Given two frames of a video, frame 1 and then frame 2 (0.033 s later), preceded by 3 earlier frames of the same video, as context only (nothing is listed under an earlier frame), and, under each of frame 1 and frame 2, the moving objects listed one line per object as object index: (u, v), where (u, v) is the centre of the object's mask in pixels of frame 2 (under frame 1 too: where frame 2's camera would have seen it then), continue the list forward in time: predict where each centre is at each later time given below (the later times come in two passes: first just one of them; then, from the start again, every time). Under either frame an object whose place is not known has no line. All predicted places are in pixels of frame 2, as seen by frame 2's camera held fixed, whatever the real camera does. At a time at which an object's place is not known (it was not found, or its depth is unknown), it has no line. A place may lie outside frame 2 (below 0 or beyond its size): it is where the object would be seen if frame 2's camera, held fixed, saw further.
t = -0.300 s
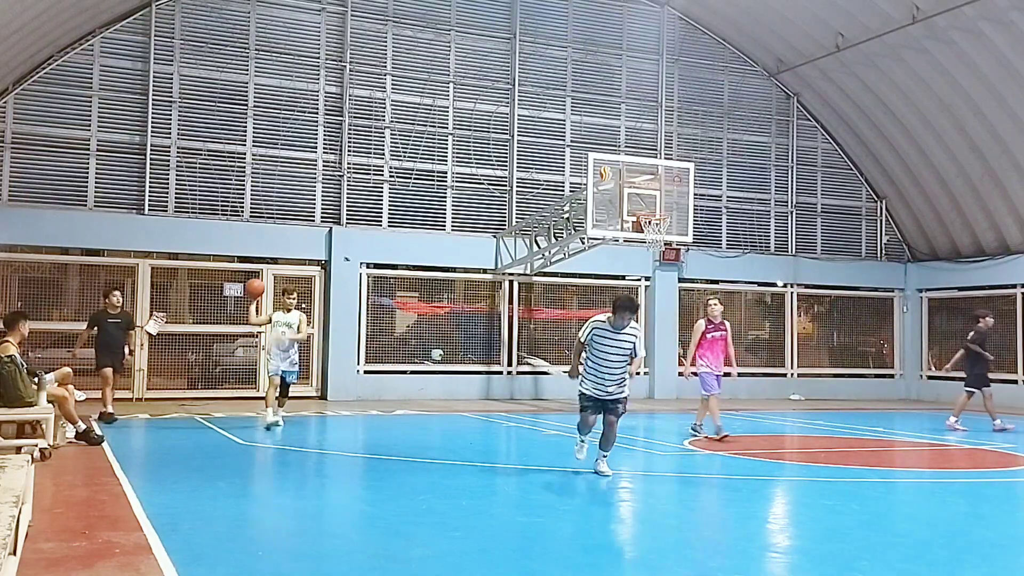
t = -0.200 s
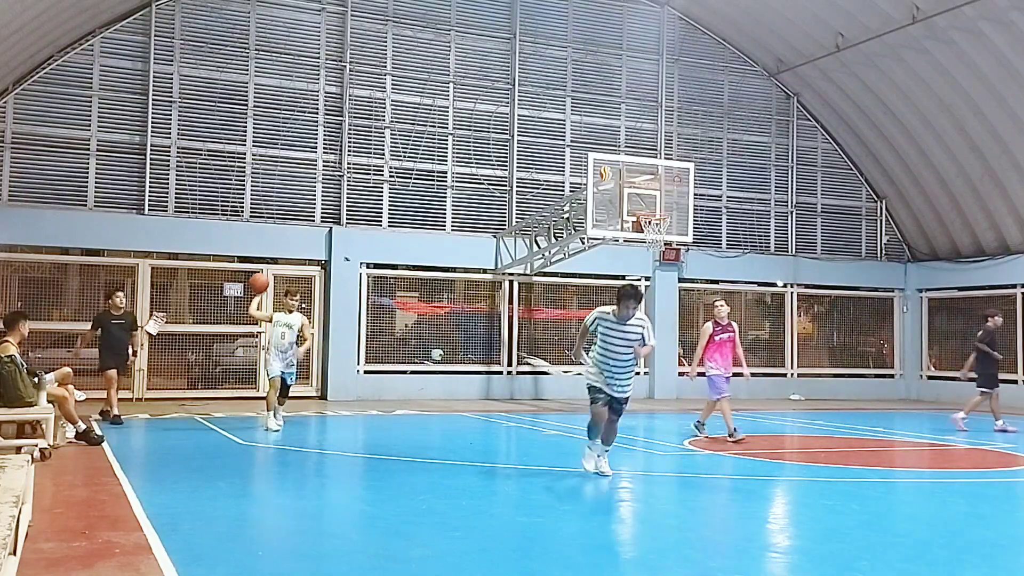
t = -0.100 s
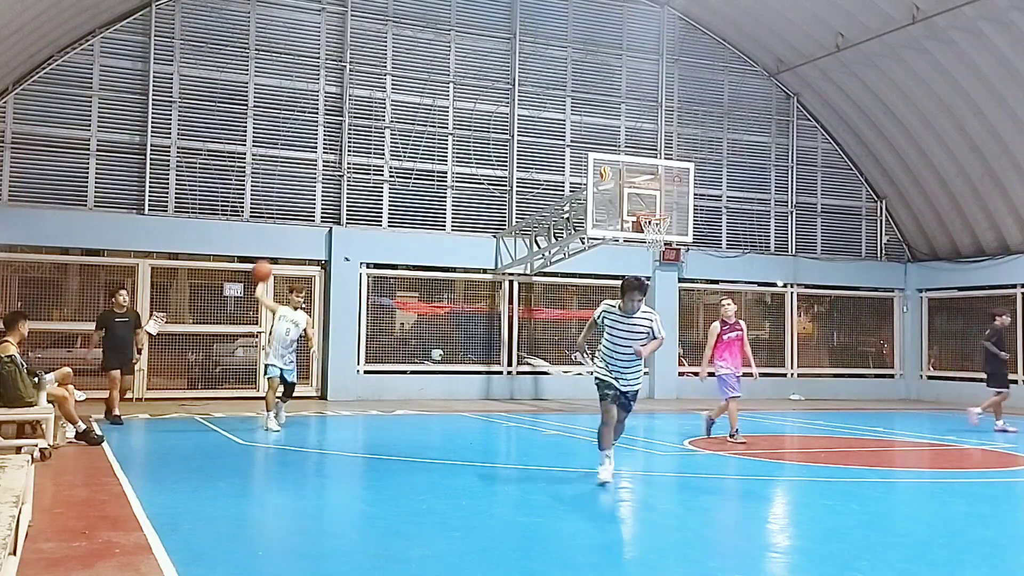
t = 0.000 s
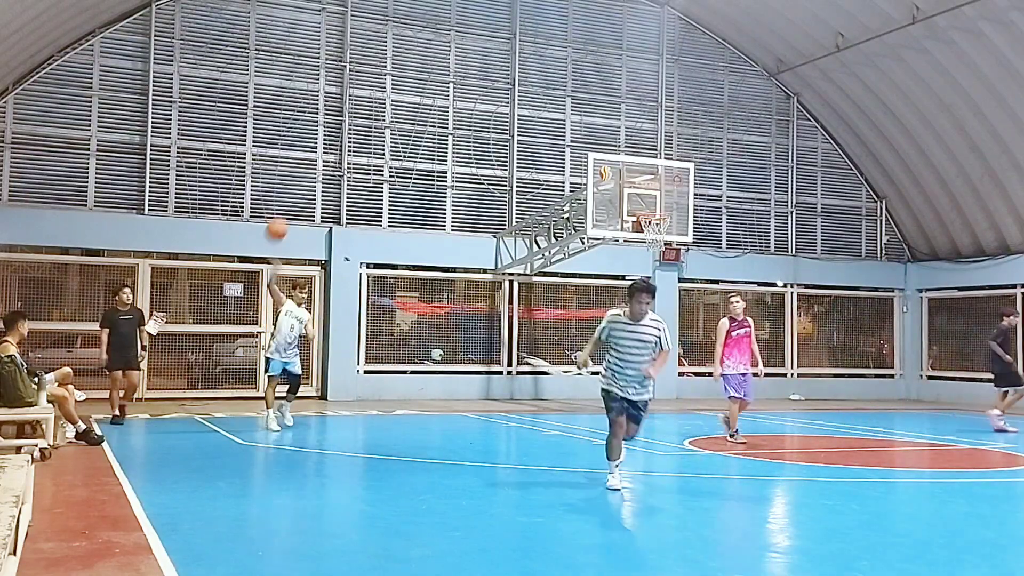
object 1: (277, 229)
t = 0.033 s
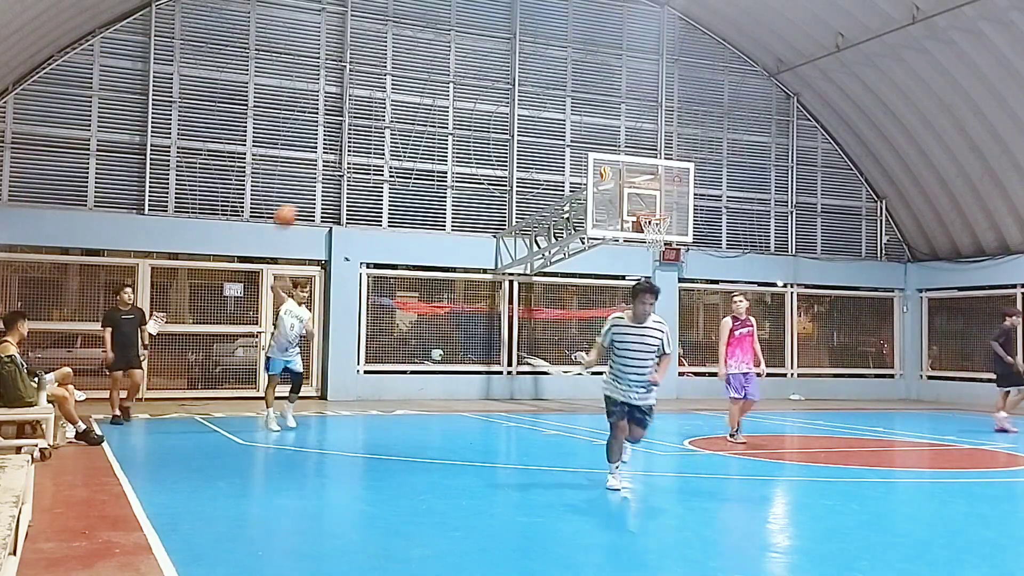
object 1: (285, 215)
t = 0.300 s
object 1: (380, 113)
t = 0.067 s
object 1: (296, 201)
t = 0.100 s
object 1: (305, 188)
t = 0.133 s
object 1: (316, 175)
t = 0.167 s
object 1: (328, 163)
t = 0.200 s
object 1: (340, 150)
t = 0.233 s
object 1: (352, 138)
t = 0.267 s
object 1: (367, 125)
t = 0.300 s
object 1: (380, 113)
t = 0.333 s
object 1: (396, 102)
